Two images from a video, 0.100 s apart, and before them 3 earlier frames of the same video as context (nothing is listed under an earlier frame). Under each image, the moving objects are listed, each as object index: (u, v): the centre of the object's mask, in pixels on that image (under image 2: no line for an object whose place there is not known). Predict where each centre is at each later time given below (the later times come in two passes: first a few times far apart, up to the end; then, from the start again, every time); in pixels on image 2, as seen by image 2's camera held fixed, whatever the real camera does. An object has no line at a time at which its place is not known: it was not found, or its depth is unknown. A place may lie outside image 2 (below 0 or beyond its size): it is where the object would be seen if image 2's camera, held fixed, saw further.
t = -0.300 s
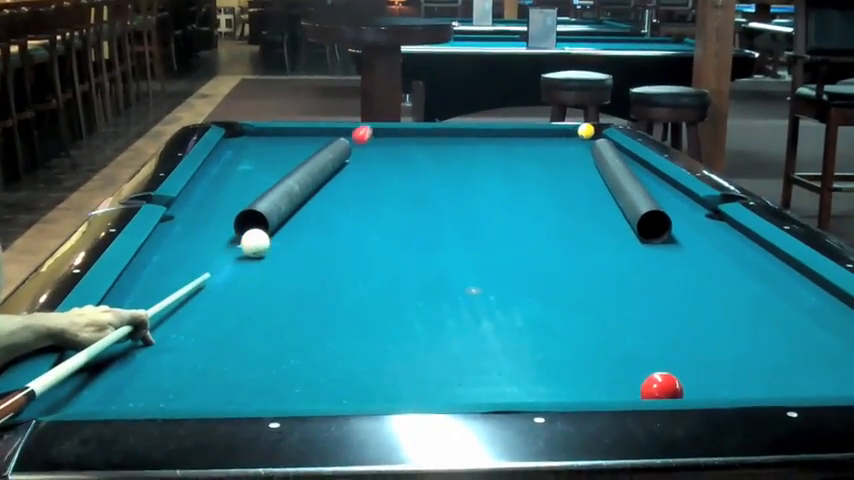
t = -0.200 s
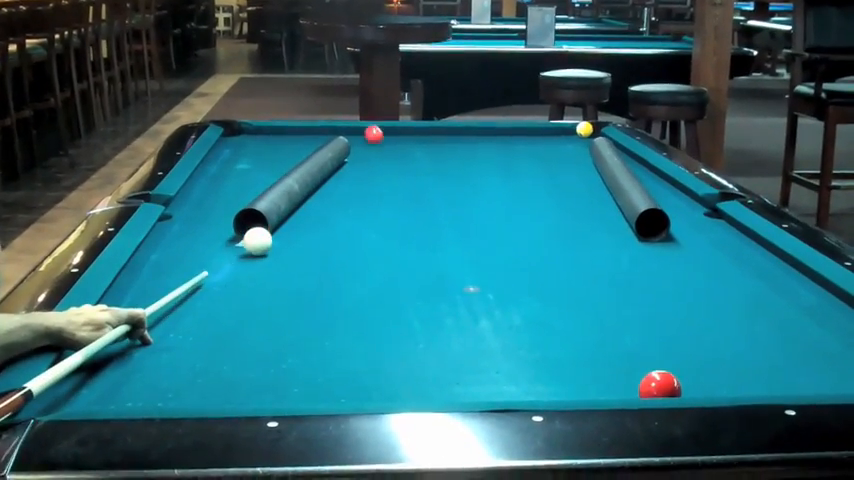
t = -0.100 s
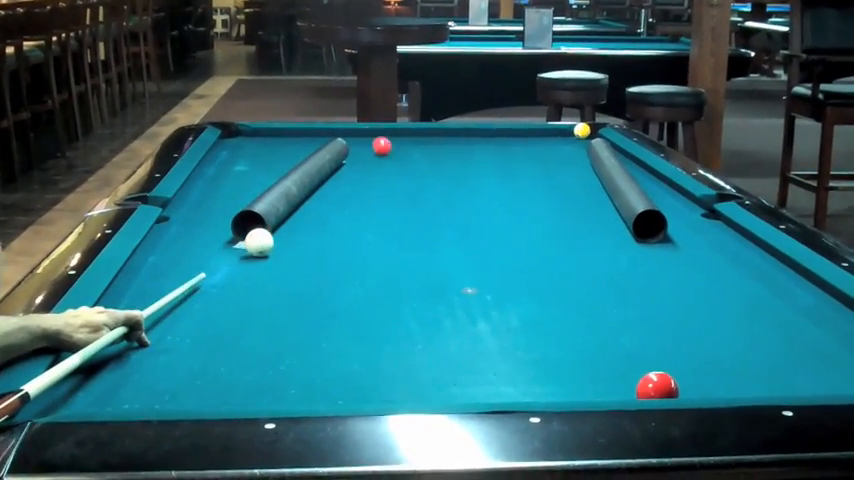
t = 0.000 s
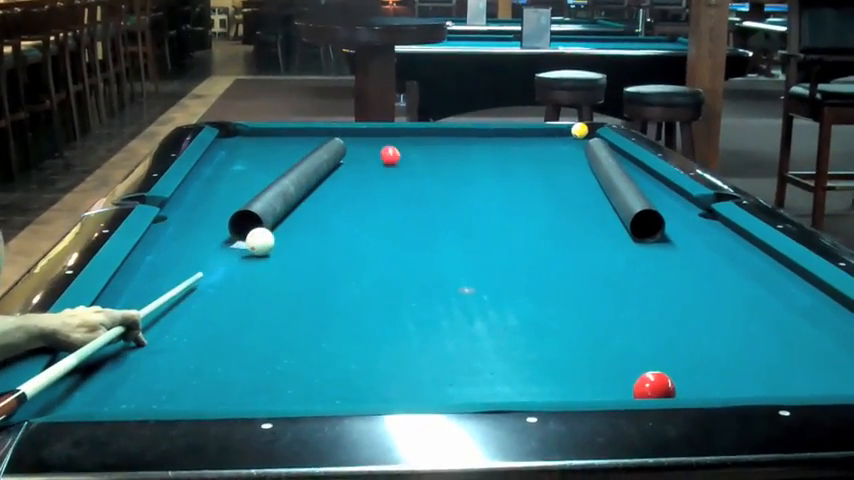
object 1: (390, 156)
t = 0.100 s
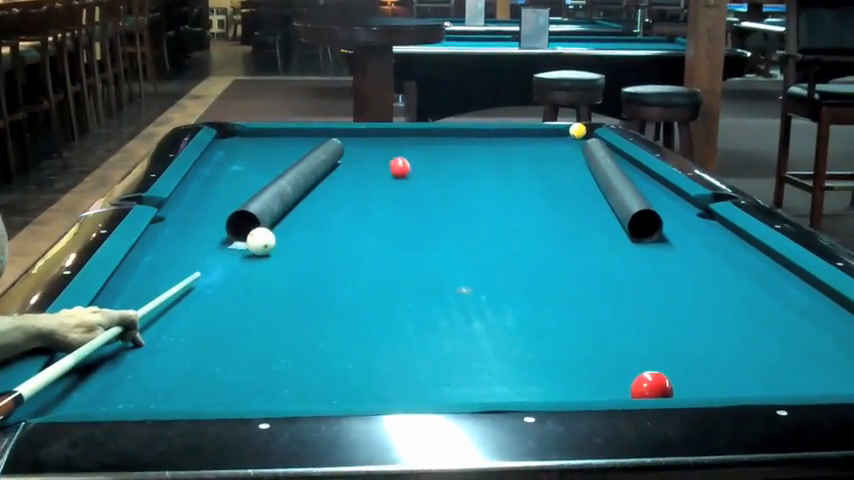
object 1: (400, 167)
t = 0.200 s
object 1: (413, 179)
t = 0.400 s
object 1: (443, 209)
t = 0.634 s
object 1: (492, 254)
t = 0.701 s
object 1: (508, 270)
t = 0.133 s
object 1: (404, 171)
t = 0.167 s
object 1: (408, 175)
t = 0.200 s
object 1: (413, 179)
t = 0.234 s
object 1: (417, 184)
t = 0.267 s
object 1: (422, 189)
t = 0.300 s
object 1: (427, 193)
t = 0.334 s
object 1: (432, 198)
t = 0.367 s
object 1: (438, 203)
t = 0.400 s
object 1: (443, 209)
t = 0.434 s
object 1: (449, 214)
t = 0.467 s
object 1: (456, 220)
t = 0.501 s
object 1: (462, 227)
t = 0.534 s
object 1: (469, 233)
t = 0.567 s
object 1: (476, 239)
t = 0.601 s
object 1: (483, 247)
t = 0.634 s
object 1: (492, 254)
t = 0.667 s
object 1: (500, 262)
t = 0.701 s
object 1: (508, 270)
